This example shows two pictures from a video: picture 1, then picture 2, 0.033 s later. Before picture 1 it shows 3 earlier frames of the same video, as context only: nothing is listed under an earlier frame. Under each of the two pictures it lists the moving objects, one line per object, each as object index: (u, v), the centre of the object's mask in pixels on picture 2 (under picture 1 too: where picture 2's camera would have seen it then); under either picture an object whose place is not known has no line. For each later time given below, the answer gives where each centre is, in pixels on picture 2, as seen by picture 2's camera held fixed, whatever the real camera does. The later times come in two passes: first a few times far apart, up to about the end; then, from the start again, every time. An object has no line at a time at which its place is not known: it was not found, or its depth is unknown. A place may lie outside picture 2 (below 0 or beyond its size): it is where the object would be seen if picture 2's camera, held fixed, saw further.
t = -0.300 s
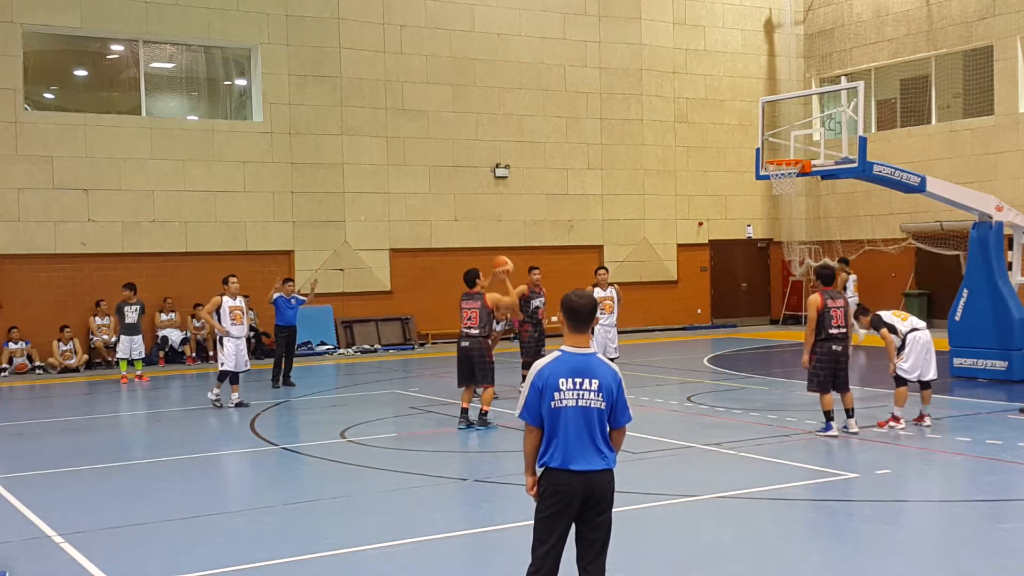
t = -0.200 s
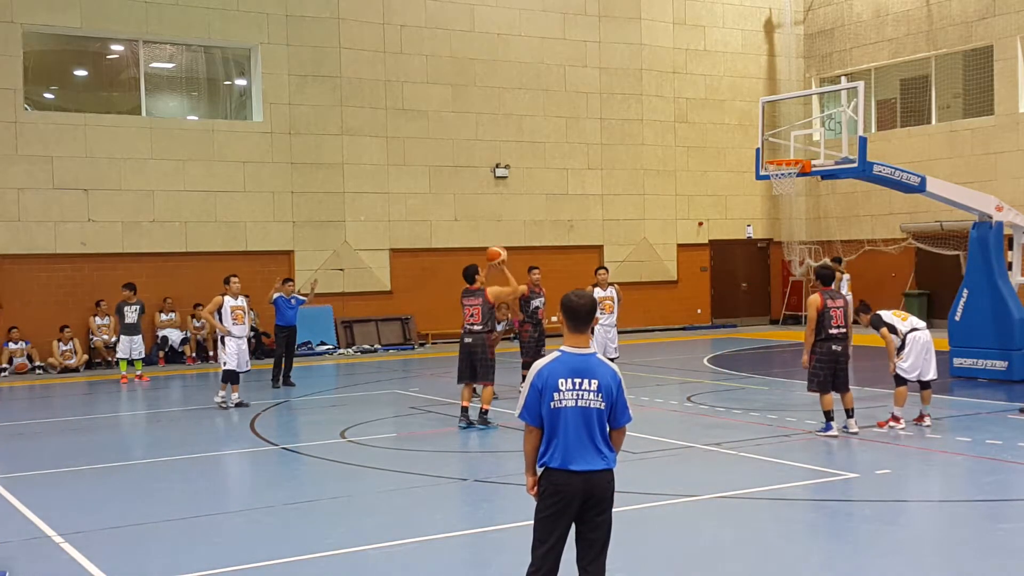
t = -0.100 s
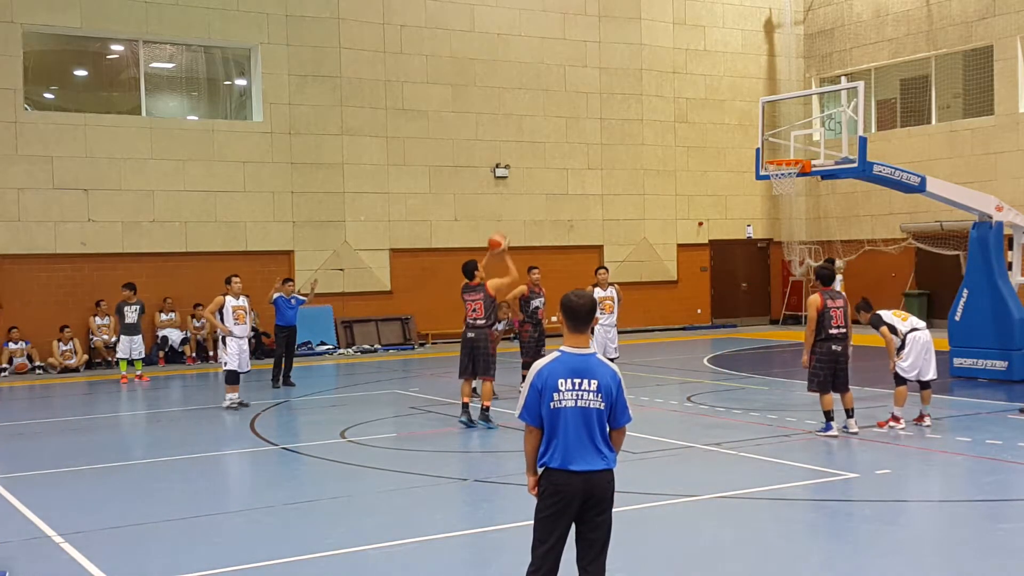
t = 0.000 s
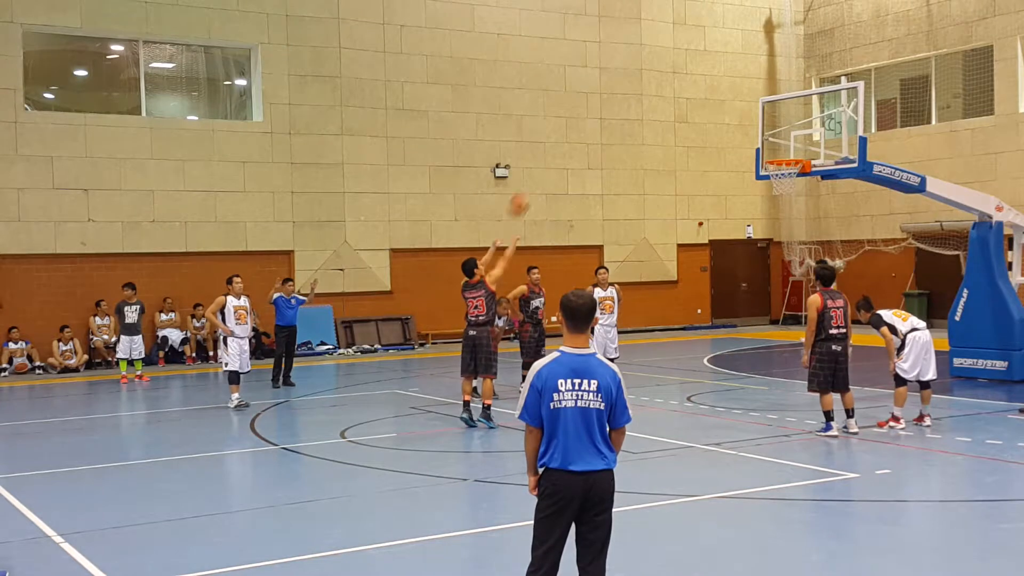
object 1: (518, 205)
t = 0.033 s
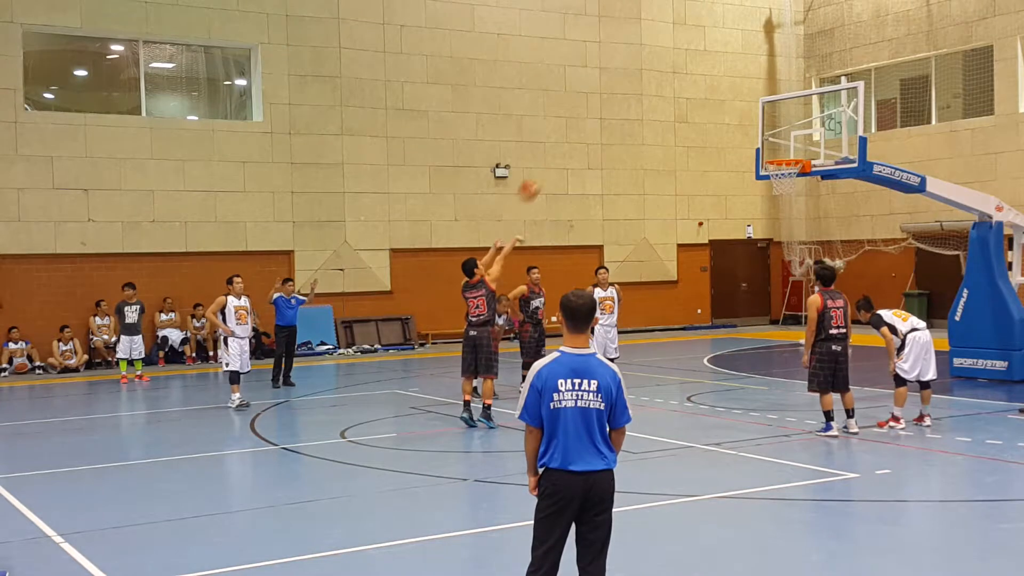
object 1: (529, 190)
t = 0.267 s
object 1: (597, 113)
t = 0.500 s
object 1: (661, 84)
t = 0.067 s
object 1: (539, 177)
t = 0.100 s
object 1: (549, 162)
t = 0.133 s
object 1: (559, 151)
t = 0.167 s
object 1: (569, 140)
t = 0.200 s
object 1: (578, 130)
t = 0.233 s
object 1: (587, 121)
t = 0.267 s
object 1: (597, 113)
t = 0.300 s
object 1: (606, 106)
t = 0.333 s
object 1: (616, 100)
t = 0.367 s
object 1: (626, 94)
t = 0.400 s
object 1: (634, 91)
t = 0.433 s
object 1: (643, 87)
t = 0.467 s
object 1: (652, 86)
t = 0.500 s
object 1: (661, 84)
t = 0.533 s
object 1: (670, 84)
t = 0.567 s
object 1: (679, 84)
